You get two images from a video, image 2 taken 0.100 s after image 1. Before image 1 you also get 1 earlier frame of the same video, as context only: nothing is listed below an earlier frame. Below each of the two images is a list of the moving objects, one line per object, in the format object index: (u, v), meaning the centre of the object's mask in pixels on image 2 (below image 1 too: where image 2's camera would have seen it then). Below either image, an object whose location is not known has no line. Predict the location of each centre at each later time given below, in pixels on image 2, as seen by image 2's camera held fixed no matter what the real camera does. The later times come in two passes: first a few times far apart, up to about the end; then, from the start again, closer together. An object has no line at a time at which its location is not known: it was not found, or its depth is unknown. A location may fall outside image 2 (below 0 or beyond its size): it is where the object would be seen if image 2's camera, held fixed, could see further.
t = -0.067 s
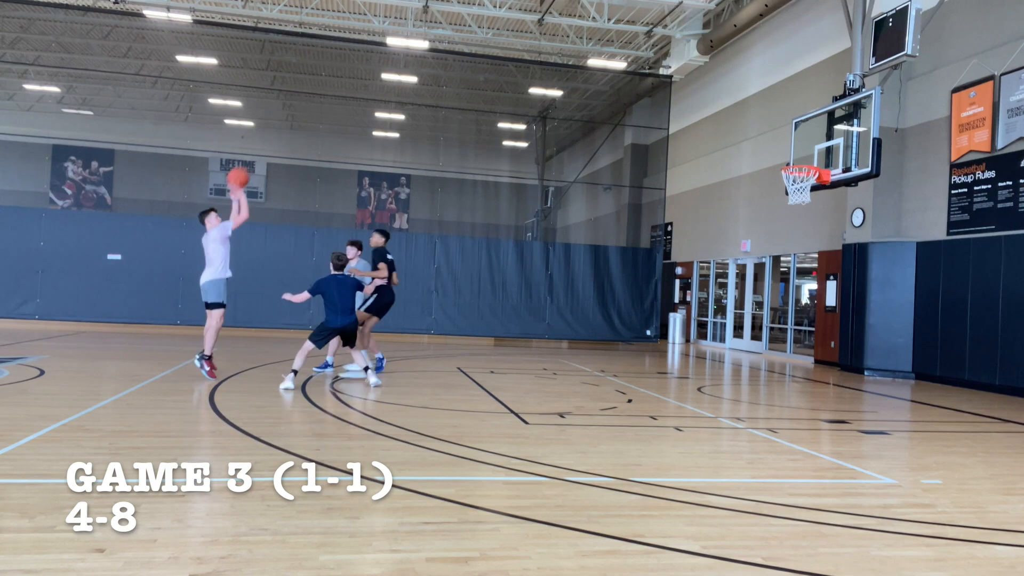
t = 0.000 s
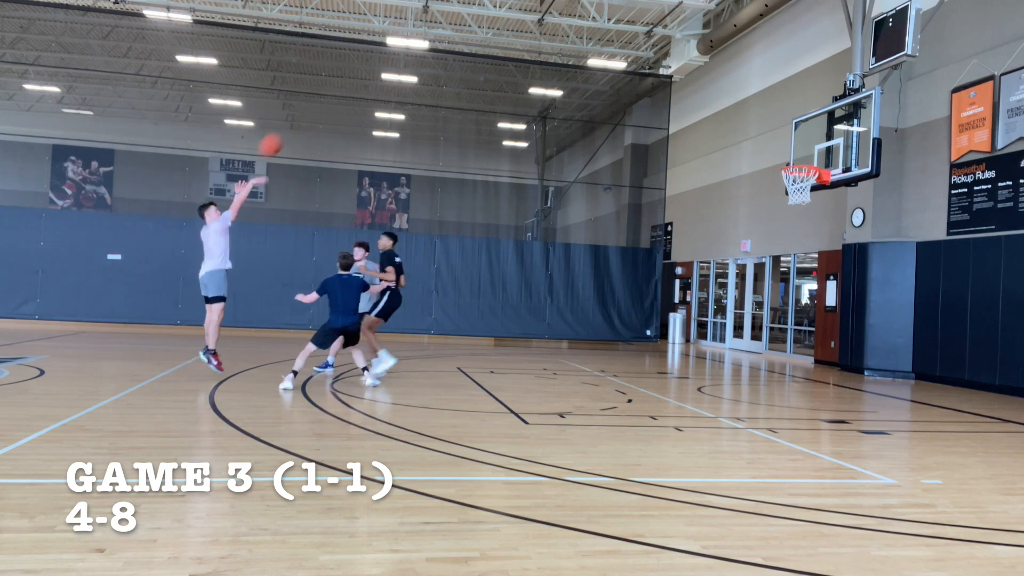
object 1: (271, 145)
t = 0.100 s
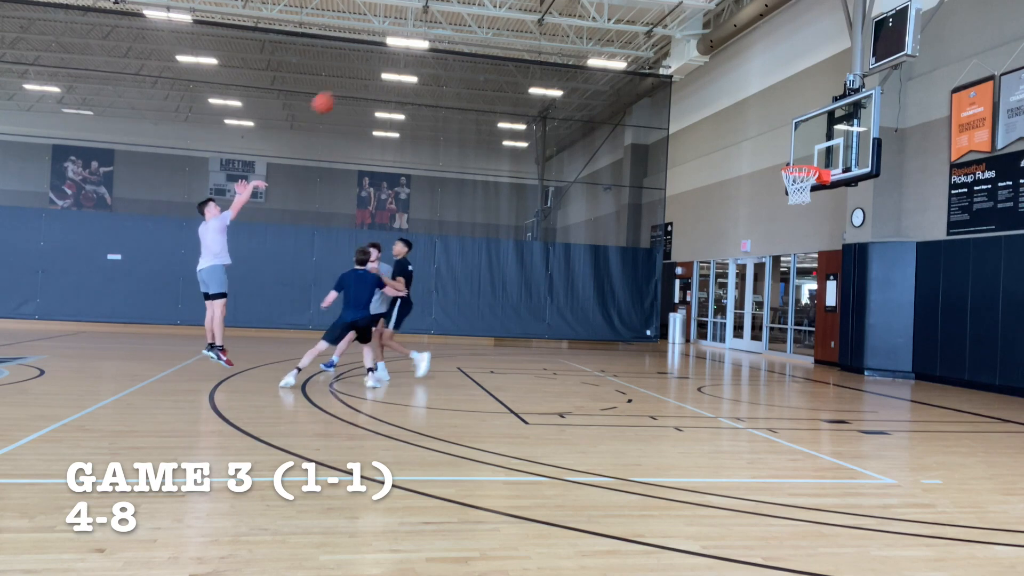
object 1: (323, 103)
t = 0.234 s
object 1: (390, 60)
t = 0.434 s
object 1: (484, 22)
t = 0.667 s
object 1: (585, 17)
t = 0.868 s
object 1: (666, 43)
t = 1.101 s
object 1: (755, 107)
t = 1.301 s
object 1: (796, 157)
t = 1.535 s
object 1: (717, 133)
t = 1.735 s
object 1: (641, 142)
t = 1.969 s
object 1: (541, 197)
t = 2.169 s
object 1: (443, 292)
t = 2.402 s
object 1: (333, 360)
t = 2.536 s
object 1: (289, 298)
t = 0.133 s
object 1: (340, 91)
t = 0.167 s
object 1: (356, 79)
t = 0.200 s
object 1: (373, 69)
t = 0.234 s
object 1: (390, 60)
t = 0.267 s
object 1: (406, 53)
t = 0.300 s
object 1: (423, 44)
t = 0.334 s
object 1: (438, 37)
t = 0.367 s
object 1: (453, 31)
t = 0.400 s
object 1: (469, 26)
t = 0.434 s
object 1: (484, 22)
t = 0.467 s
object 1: (498, 19)
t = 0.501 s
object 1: (513, 16)
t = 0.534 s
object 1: (528, 15)
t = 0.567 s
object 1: (542, 14)
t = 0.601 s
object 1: (557, 14)
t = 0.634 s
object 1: (571, 15)
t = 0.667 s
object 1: (585, 17)
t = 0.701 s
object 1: (598, 19)
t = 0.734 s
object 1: (612, 23)
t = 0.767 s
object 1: (627, 26)
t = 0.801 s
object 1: (640, 31)
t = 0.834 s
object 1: (653, 37)
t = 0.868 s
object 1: (666, 43)
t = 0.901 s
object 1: (679, 50)
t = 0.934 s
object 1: (692, 58)
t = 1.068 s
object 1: (743, 96)
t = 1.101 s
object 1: (755, 107)
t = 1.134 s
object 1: (767, 119)
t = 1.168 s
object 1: (779, 132)
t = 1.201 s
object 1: (792, 145)
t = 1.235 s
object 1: (804, 159)
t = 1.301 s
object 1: (796, 157)
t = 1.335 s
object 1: (785, 152)
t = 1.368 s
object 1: (774, 147)
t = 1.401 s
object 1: (763, 142)
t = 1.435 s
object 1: (752, 138)
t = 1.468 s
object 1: (741, 136)
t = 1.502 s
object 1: (729, 134)
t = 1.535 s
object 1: (717, 133)
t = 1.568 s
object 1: (705, 132)
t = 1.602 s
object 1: (693, 132)
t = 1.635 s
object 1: (680, 133)
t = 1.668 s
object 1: (667, 135)
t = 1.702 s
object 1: (654, 138)
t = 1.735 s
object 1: (641, 142)
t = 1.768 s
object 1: (627, 146)
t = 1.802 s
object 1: (613, 153)
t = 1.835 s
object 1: (600, 159)
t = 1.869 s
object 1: (585, 167)
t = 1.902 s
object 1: (570, 176)
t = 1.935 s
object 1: (556, 187)
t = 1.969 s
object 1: (541, 197)
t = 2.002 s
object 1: (525, 210)
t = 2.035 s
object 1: (509, 224)
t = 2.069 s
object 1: (494, 239)
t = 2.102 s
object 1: (477, 255)
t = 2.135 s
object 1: (460, 273)
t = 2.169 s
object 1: (443, 292)
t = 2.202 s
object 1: (425, 311)
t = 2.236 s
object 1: (408, 332)
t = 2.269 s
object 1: (389, 355)
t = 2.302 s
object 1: (371, 379)
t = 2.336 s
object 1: (353, 395)
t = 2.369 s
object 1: (344, 377)
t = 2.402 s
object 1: (333, 360)
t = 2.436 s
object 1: (322, 343)
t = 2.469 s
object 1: (311, 326)
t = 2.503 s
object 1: (300, 312)
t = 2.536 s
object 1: (289, 298)
